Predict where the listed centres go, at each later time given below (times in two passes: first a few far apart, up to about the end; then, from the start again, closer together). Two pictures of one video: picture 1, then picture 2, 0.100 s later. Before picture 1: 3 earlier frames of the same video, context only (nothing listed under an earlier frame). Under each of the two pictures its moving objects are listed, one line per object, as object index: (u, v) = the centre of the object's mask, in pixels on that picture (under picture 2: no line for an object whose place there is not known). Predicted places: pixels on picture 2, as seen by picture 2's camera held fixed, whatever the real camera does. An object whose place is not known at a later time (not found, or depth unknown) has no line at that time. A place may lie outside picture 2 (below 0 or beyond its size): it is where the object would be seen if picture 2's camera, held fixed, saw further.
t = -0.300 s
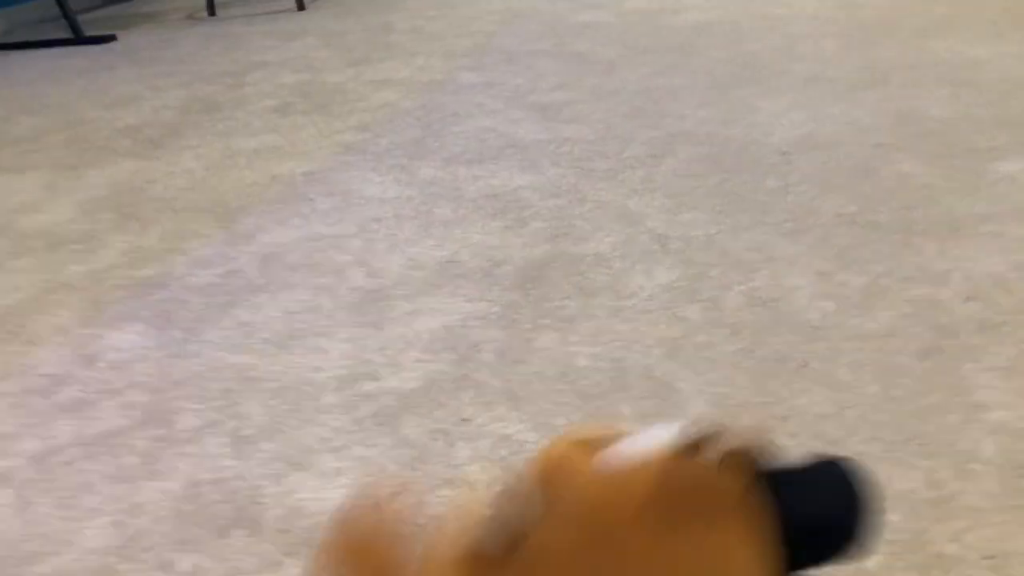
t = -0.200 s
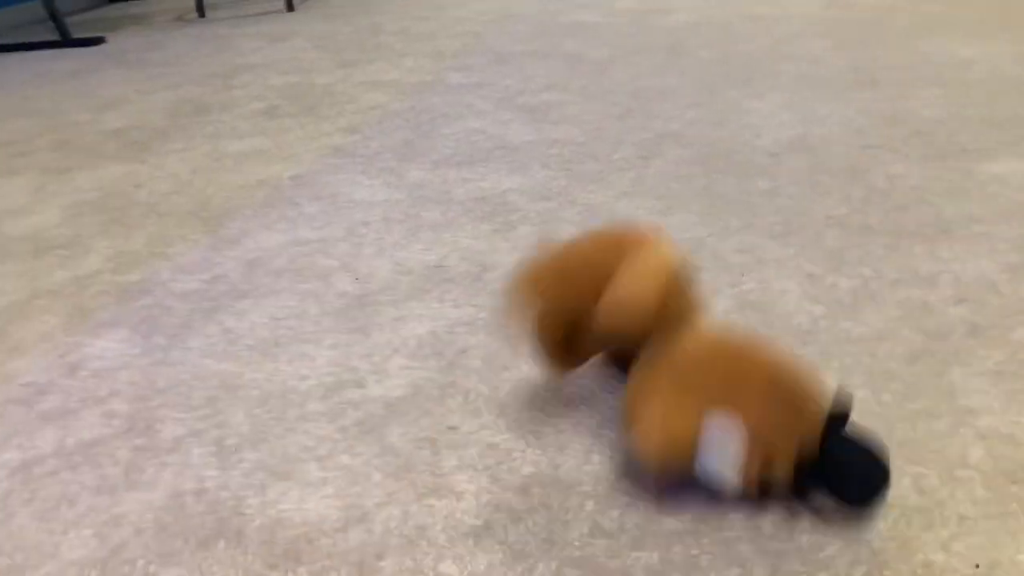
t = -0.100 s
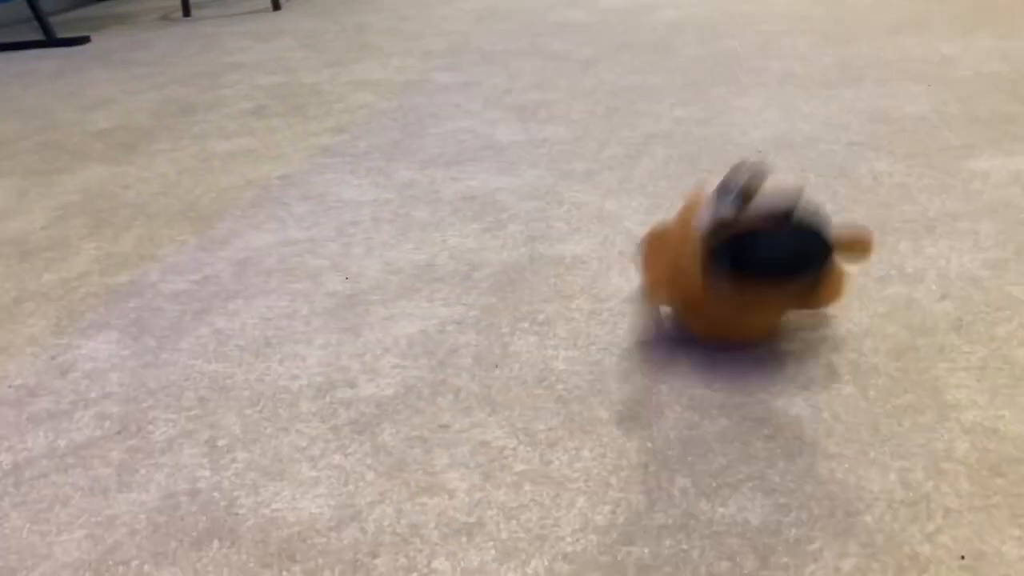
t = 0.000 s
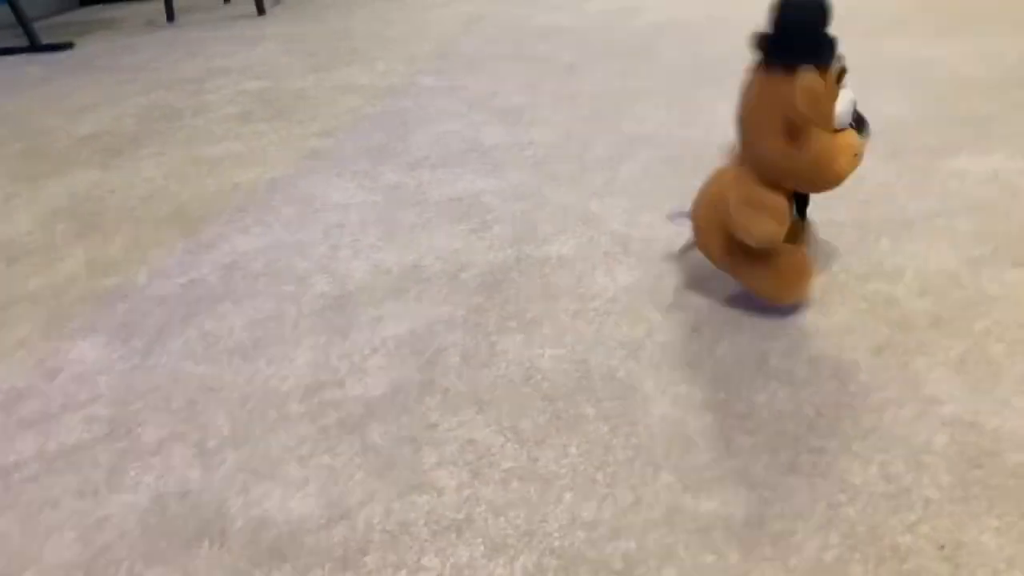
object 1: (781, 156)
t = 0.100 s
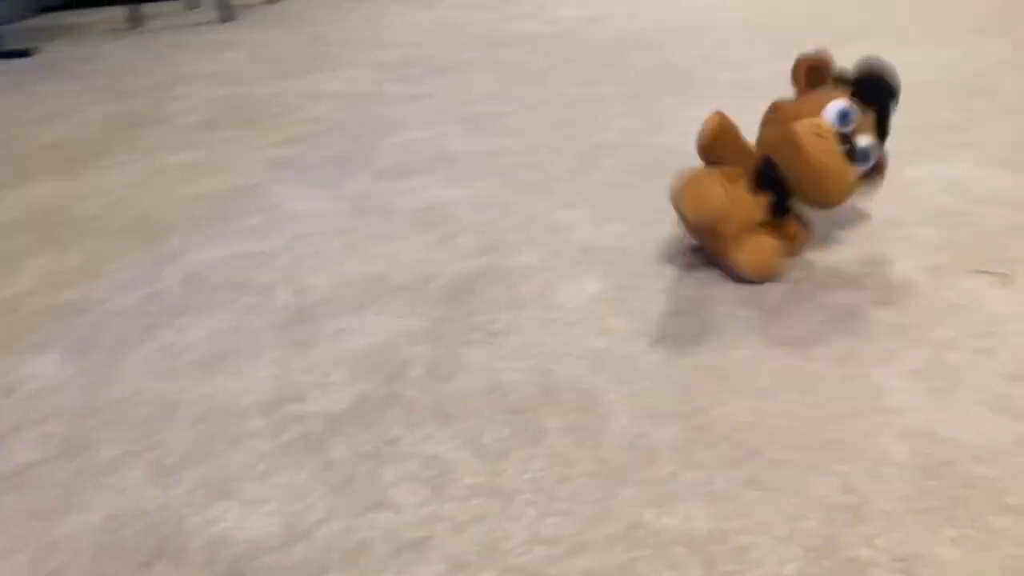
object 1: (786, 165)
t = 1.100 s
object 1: (797, 99)
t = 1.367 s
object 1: (797, 99)
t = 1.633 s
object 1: (797, 100)
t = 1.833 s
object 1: (797, 100)
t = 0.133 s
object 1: (799, 180)
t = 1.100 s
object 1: (797, 99)
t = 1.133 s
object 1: (797, 99)
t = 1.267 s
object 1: (797, 100)
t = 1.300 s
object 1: (797, 100)
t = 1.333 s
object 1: (797, 99)
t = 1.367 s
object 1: (797, 99)
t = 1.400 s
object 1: (797, 100)
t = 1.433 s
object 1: (797, 100)
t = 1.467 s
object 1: (797, 100)
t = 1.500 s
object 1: (797, 100)
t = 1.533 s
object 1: (797, 99)
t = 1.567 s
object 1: (797, 100)
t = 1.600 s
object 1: (797, 100)
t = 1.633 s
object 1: (797, 100)
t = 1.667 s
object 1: (797, 99)
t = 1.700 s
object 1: (797, 100)
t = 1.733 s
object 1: (797, 100)
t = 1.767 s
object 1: (797, 100)
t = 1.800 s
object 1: (797, 100)
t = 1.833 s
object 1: (797, 100)
